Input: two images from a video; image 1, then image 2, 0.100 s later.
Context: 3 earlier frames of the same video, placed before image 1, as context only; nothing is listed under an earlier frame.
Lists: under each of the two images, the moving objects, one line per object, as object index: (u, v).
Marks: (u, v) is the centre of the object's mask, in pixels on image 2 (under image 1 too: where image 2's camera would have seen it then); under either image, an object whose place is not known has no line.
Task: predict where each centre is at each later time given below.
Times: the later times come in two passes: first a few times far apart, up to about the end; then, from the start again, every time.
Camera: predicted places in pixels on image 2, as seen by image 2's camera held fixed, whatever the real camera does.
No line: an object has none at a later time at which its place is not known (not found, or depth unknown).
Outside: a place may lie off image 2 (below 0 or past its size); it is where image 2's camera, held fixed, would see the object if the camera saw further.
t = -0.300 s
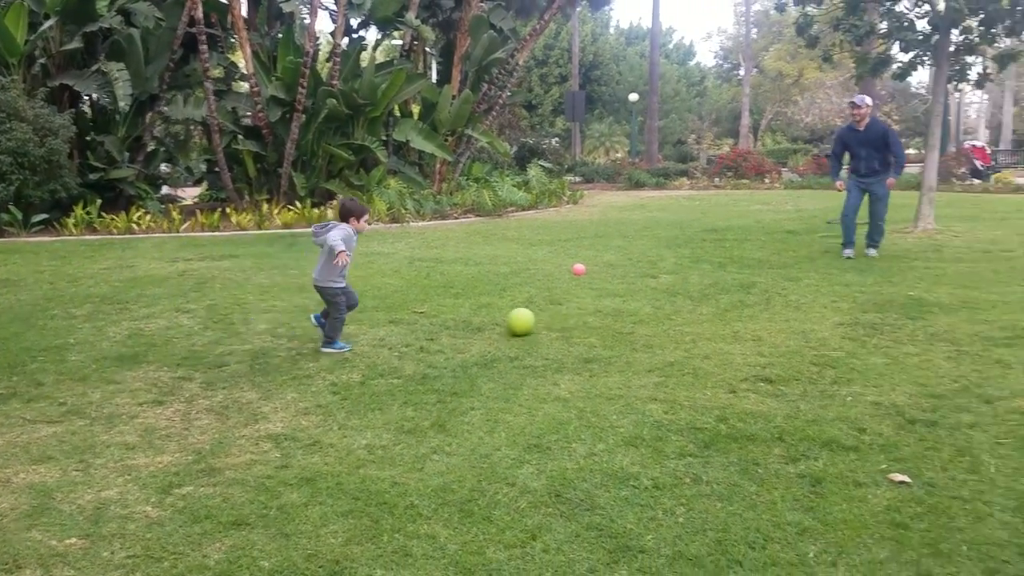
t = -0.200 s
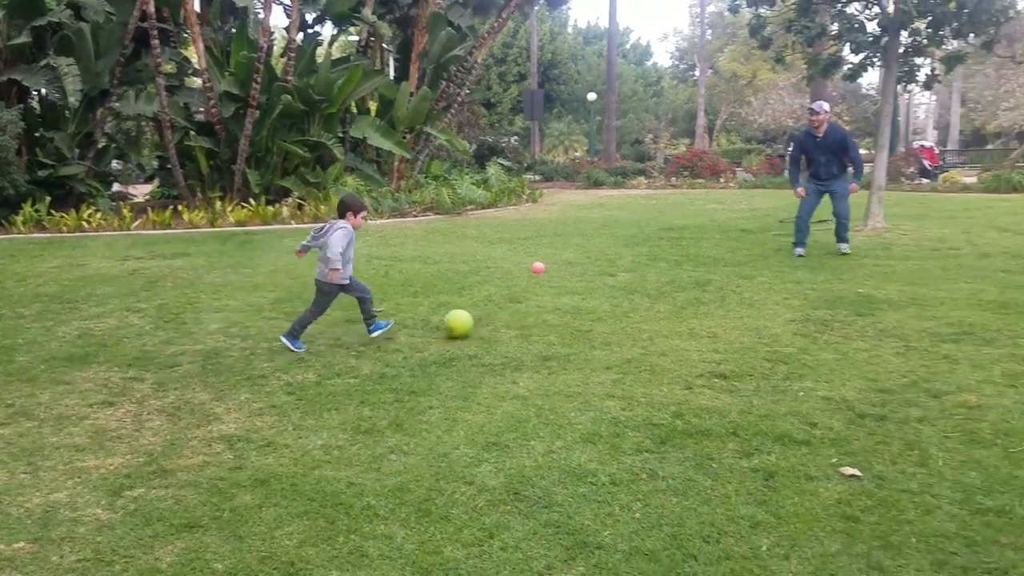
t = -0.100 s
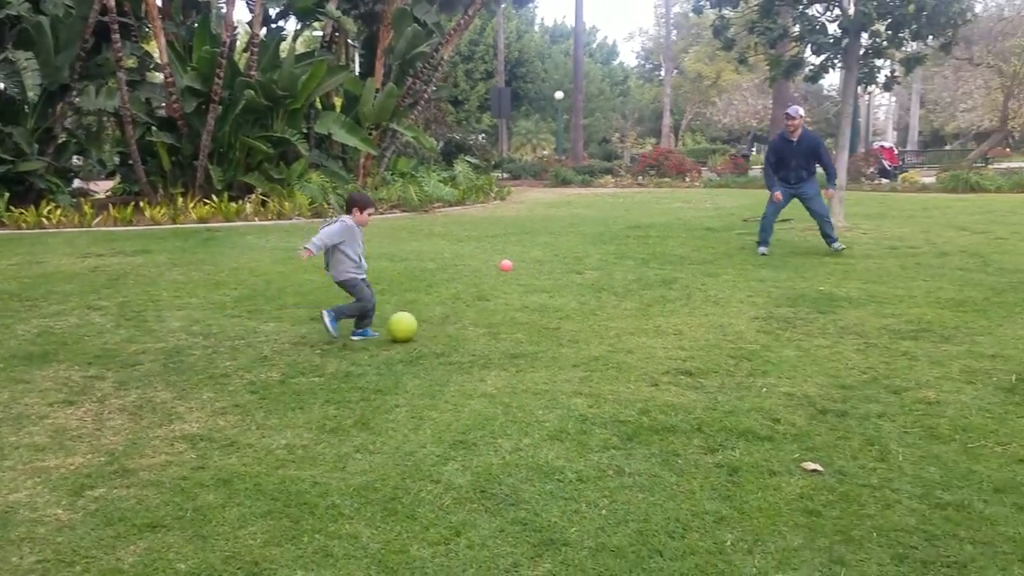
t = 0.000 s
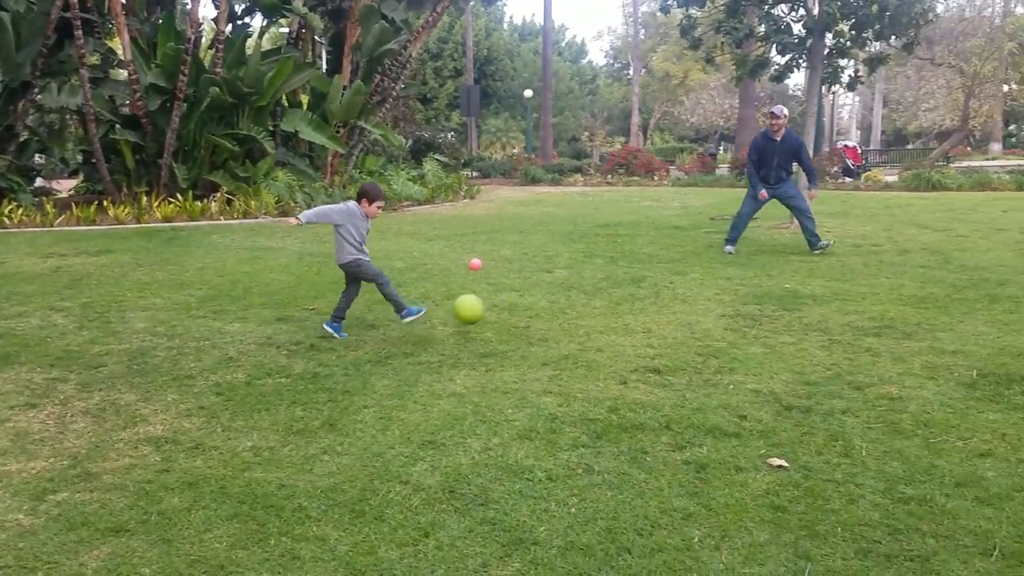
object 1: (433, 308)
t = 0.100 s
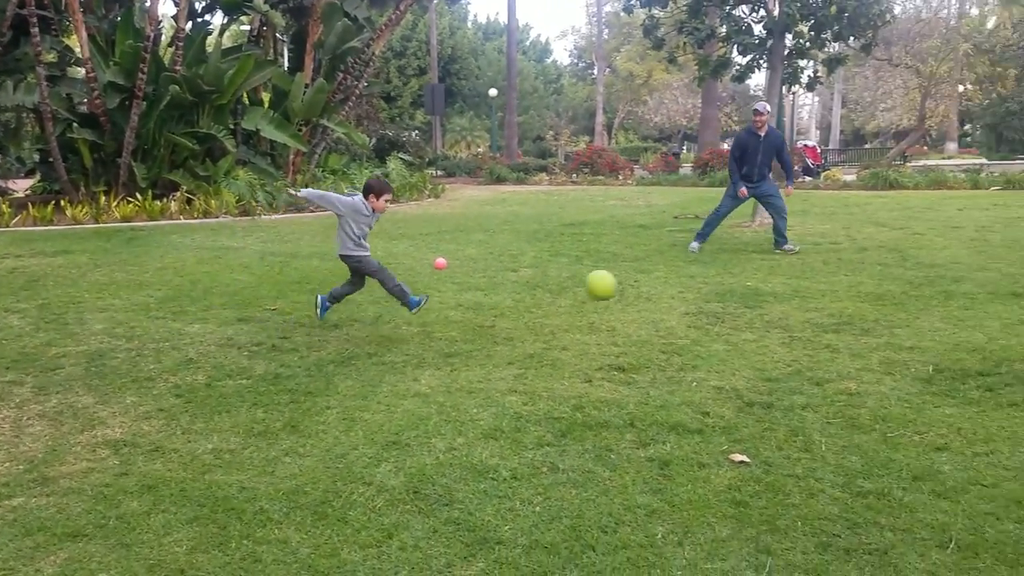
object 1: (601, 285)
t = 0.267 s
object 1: (881, 278)
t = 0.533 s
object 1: (1276, 293)
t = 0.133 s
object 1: (656, 280)
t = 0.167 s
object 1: (713, 276)
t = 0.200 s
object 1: (769, 275)
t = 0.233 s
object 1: (825, 275)
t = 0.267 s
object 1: (881, 278)
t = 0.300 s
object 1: (938, 283)
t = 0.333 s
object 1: (996, 289)
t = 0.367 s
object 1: (1051, 299)
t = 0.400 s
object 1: (1108, 310)
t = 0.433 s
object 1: (1163, 320)
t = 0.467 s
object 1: (1200, 311)
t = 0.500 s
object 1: (1238, 300)
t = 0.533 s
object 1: (1276, 293)
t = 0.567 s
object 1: (1314, 286)
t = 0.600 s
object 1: (1353, 282)
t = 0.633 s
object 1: (1390, 279)
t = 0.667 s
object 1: (1428, 277)
